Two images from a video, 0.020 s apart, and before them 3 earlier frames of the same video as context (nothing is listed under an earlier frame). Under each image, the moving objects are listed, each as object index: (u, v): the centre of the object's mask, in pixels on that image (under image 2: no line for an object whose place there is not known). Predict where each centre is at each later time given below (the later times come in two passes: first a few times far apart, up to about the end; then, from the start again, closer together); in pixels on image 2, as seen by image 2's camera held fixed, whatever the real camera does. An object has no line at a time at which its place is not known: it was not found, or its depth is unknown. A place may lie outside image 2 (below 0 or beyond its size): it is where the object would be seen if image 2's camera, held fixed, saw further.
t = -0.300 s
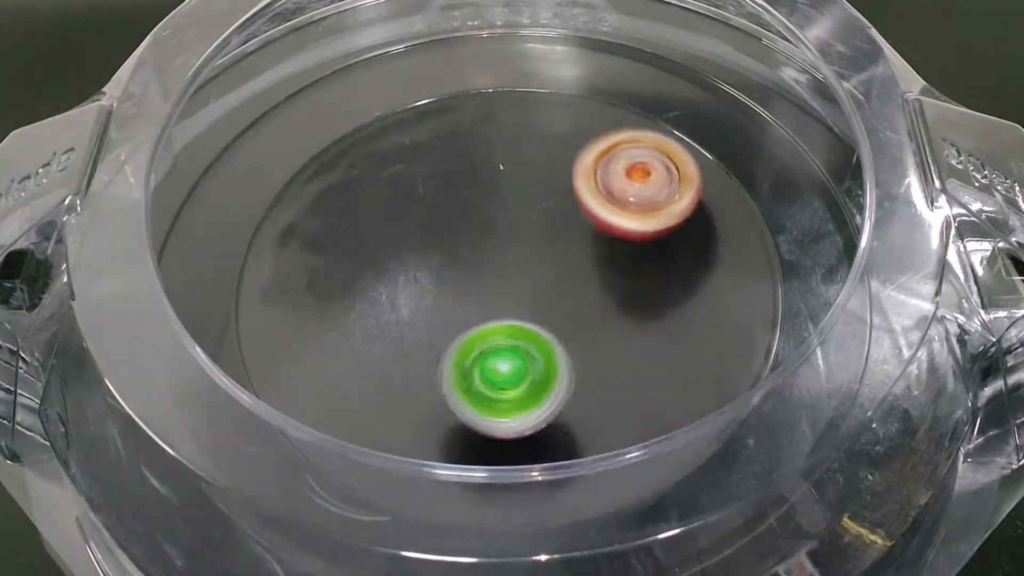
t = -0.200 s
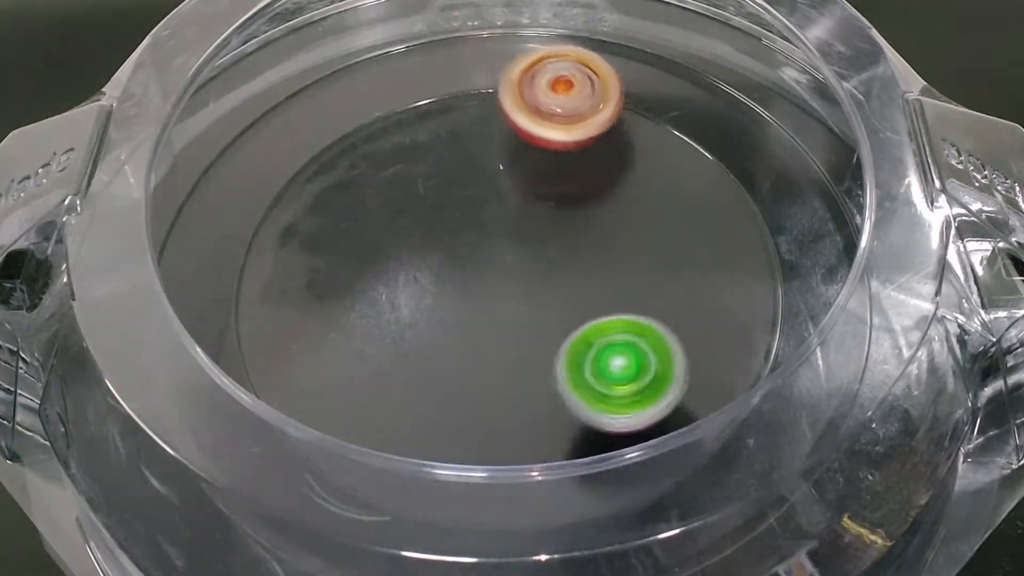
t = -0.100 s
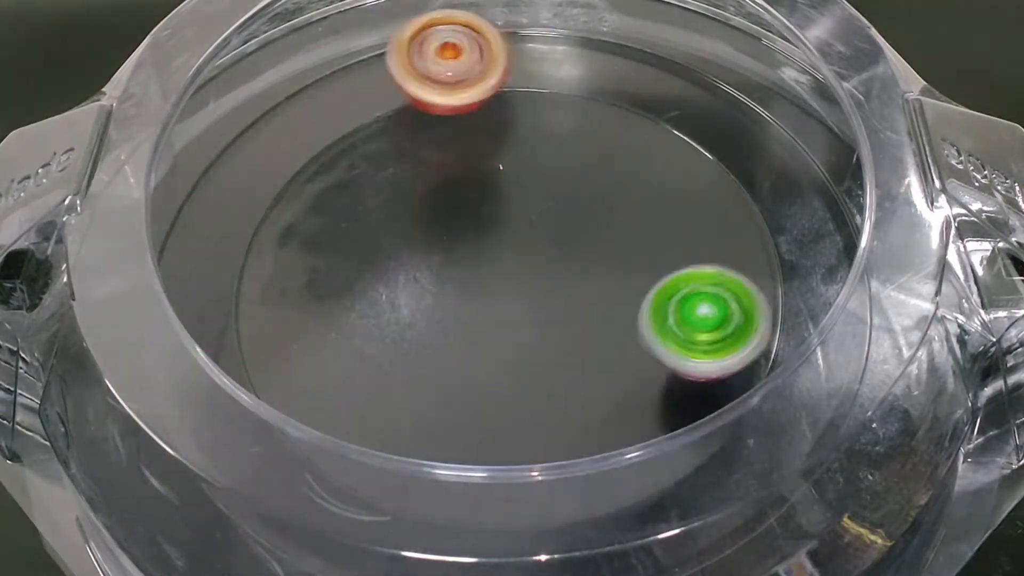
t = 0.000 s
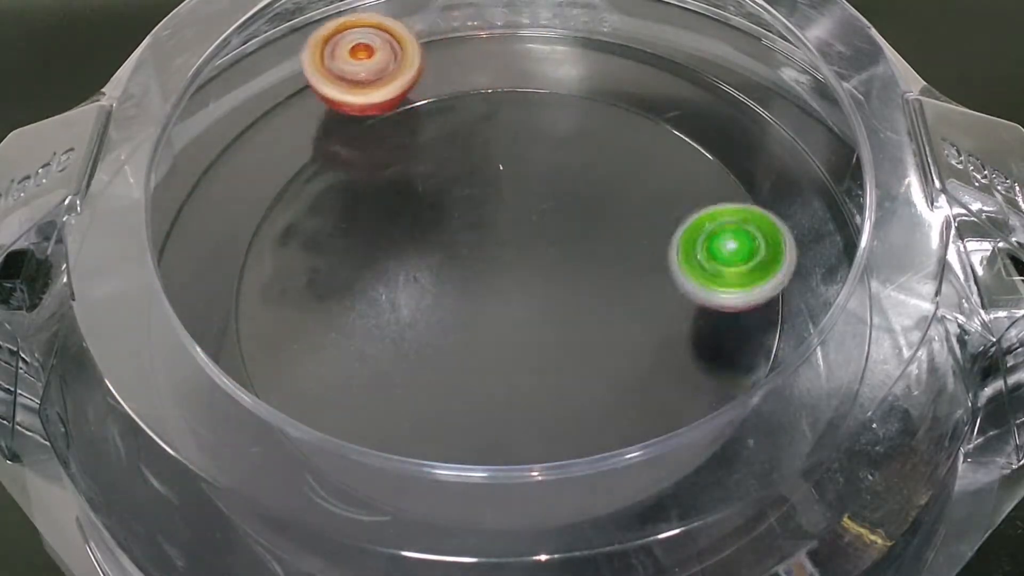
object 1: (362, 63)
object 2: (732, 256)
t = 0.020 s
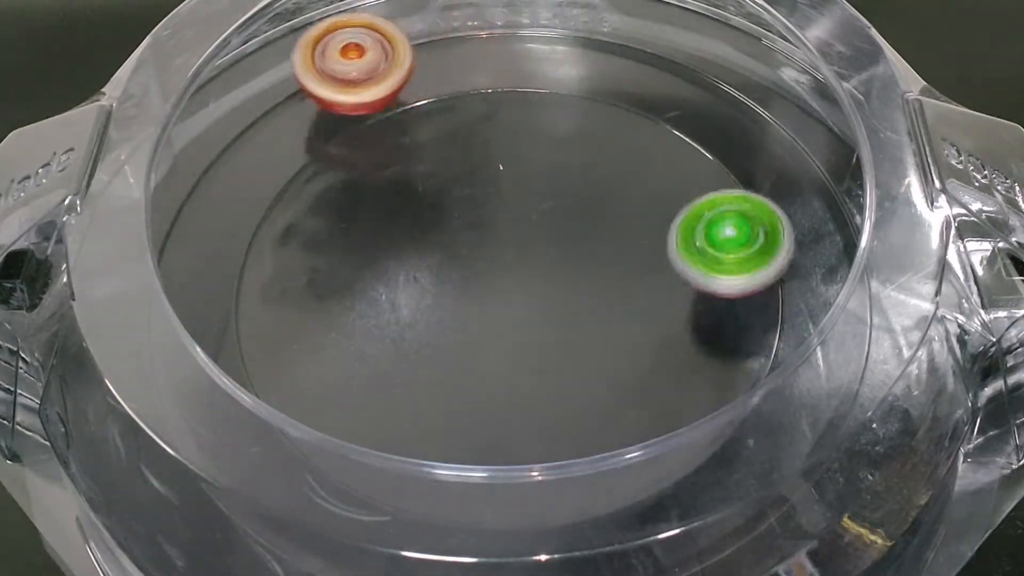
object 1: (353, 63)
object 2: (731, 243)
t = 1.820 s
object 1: (687, 293)
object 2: (343, 290)
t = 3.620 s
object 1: (605, 390)
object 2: (418, 197)
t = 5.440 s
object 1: (365, 348)
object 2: (444, 269)
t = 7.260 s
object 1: (434, 188)
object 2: (568, 305)
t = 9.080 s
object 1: (635, 198)
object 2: (501, 257)
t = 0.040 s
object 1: (347, 62)
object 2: (727, 230)
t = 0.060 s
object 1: (343, 61)
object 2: (721, 217)
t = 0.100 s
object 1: (339, 57)
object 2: (704, 195)
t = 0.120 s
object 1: (338, 56)
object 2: (692, 185)
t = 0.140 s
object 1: (337, 54)
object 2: (678, 177)
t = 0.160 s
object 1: (337, 52)
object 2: (662, 169)
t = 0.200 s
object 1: (336, 50)
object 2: (627, 159)
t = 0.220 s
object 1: (336, 49)
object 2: (607, 155)
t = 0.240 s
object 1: (335, 49)
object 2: (588, 154)
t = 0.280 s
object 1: (332, 52)
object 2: (546, 158)
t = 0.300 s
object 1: (332, 54)
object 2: (524, 163)
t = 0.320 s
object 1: (332, 56)
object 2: (503, 169)
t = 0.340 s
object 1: (333, 57)
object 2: (483, 177)
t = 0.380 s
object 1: (337, 60)
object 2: (444, 199)
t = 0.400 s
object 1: (340, 62)
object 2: (427, 212)
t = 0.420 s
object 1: (344, 65)
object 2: (411, 227)
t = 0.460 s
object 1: (350, 71)
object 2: (388, 259)
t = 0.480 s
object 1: (353, 73)
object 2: (380, 276)
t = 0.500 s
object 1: (357, 77)
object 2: (374, 292)
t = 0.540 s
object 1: (364, 86)
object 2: (373, 326)
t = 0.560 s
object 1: (366, 94)
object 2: (376, 343)
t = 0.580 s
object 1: (367, 103)
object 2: (383, 359)
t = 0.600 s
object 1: (367, 115)
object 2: (392, 374)
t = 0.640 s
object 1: (362, 144)
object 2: (417, 399)
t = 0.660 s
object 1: (357, 161)
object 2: (432, 408)
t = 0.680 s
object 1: (354, 181)
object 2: (450, 414)
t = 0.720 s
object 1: (354, 224)
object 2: (486, 424)
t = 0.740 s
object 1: (357, 246)
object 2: (504, 426)
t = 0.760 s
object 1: (365, 268)
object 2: (523, 426)
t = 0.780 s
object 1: (377, 289)
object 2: (542, 425)
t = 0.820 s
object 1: (413, 328)
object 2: (581, 427)
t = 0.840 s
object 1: (436, 343)
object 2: (598, 420)
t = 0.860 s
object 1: (461, 355)
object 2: (612, 407)
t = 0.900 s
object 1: (508, 365)
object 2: (655, 390)
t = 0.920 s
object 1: (520, 361)
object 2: (689, 387)
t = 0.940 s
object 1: (535, 355)
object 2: (717, 377)
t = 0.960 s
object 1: (553, 348)
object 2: (739, 365)
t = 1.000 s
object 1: (587, 328)
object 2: (768, 337)
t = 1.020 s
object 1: (602, 315)
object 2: (779, 325)
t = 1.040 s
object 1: (614, 300)
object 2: (788, 312)
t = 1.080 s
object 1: (628, 268)
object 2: (799, 291)
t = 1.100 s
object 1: (629, 250)
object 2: (803, 285)
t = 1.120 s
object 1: (626, 233)
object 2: (804, 279)
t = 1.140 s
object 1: (619, 217)
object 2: (804, 275)
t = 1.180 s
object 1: (596, 188)
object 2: (798, 265)
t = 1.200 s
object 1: (580, 176)
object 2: (798, 261)
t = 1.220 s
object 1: (561, 168)
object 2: (796, 258)
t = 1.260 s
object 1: (520, 159)
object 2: (791, 251)
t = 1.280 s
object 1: (499, 158)
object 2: (786, 247)
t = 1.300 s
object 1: (478, 160)
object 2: (778, 243)
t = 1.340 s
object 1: (438, 174)
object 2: (754, 230)
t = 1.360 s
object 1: (419, 185)
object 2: (740, 223)
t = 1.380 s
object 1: (401, 198)
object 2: (725, 216)
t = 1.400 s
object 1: (387, 214)
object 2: (709, 209)
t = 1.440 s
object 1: (368, 251)
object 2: (675, 194)
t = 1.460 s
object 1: (365, 271)
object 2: (656, 188)
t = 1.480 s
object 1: (366, 291)
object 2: (637, 182)
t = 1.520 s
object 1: (382, 329)
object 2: (597, 174)
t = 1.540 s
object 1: (395, 346)
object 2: (576, 171)
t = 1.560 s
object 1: (413, 363)
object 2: (555, 170)
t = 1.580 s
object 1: (433, 376)
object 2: (534, 171)
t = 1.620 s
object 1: (483, 395)
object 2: (490, 178)
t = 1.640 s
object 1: (510, 399)
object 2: (469, 184)
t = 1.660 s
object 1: (537, 398)
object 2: (449, 191)
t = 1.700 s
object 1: (588, 386)
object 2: (411, 209)
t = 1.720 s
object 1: (611, 376)
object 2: (395, 221)
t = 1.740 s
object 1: (633, 362)
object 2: (380, 233)
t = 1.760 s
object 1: (652, 348)
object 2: (367, 246)
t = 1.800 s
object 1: (679, 313)
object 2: (349, 275)
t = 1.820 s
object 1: (687, 293)
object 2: (343, 290)
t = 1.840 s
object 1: (691, 273)
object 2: (341, 305)
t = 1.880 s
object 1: (689, 235)
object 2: (343, 335)
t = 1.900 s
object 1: (682, 217)
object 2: (347, 350)
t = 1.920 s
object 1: (672, 201)
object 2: (355, 363)
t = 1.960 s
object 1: (644, 172)
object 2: (376, 388)
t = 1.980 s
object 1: (626, 161)
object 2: (390, 397)
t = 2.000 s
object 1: (606, 151)
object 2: (405, 405)
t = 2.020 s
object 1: (586, 143)
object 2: (422, 411)
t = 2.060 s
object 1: (540, 135)
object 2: (458, 419)
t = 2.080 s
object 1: (517, 134)
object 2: (477, 420)
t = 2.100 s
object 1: (494, 135)
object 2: (498, 419)
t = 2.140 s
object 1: (448, 144)
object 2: (539, 415)
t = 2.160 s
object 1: (427, 152)
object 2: (557, 408)
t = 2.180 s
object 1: (406, 162)
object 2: (574, 399)
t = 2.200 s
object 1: (387, 174)
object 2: (589, 387)
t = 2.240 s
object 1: (356, 204)
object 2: (611, 360)
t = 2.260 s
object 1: (343, 222)
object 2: (620, 344)
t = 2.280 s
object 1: (334, 240)
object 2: (626, 327)
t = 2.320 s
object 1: (324, 280)
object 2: (630, 293)
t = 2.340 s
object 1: (325, 299)
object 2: (629, 276)
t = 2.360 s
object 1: (330, 319)
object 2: (624, 259)
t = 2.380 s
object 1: (338, 339)
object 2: (617, 243)
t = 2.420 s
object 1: (366, 376)
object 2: (595, 214)
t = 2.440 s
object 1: (384, 388)
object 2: (582, 201)
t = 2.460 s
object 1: (405, 399)
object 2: (566, 190)
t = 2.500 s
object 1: (453, 414)
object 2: (532, 174)
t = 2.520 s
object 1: (480, 417)
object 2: (514, 169)
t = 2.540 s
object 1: (506, 418)
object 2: (496, 165)
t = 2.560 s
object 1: (533, 417)
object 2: (479, 164)
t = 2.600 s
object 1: (583, 406)
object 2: (442, 165)
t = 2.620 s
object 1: (607, 398)
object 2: (425, 168)
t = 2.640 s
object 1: (629, 388)
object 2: (409, 173)
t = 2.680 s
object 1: (667, 358)
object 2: (380, 186)
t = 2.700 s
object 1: (678, 339)
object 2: (367, 195)
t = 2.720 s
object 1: (687, 320)
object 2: (356, 206)
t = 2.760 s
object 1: (697, 283)
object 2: (337, 229)
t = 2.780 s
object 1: (698, 263)
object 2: (332, 242)
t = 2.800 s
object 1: (695, 243)
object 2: (329, 255)
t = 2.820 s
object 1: (689, 226)
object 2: (330, 269)
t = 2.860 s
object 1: (668, 193)
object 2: (339, 297)
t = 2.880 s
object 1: (655, 179)
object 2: (348, 311)
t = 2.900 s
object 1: (640, 165)
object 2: (360, 324)
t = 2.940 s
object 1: (604, 143)
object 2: (390, 345)
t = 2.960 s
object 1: (584, 135)
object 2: (408, 354)
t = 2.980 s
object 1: (563, 129)
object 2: (428, 360)
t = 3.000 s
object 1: (543, 125)
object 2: (449, 364)
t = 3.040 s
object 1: (498, 120)
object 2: (494, 365)
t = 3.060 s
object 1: (476, 121)
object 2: (517, 362)
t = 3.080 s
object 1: (454, 124)
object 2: (538, 356)
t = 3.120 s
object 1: (414, 137)
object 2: (577, 337)
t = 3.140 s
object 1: (394, 146)
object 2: (592, 324)
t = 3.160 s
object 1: (376, 156)
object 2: (606, 310)
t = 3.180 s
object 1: (359, 168)
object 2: (617, 295)
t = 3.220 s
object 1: (332, 197)
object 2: (628, 264)
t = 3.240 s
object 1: (322, 214)
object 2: (630, 248)
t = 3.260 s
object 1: (314, 232)
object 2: (628, 232)
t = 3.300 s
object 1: (306, 268)
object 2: (618, 204)
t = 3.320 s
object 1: (308, 288)
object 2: (610, 192)
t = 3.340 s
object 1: (313, 307)
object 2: (601, 180)
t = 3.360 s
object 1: (321, 326)
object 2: (590, 170)
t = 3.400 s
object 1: (348, 360)
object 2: (564, 154)
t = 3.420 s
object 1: (364, 376)
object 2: (550, 148)
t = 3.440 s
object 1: (384, 388)
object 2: (535, 145)
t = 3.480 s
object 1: (432, 405)
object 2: (505, 143)
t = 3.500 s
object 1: (457, 410)
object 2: (491, 145)
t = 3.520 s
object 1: (482, 412)
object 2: (477, 149)
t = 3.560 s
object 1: (534, 411)
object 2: (451, 163)
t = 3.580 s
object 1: (559, 406)
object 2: (439, 173)
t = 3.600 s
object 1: (583, 400)
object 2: (428, 184)
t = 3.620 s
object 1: (605, 390)
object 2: (418, 197)
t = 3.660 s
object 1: (644, 366)
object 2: (405, 226)
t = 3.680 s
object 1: (661, 351)
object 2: (402, 241)
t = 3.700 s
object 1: (675, 334)
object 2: (402, 257)
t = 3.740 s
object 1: (693, 297)
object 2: (410, 290)
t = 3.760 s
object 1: (697, 279)
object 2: (419, 305)
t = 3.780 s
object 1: (701, 260)
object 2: (430, 319)
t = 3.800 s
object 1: (700, 241)
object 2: (444, 332)
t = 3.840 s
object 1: (689, 207)
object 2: (478, 351)
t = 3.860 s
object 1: (681, 192)
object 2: (498, 357)
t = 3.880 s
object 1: (670, 178)
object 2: (518, 359)
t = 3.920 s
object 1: (641, 151)
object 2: (558, 356)
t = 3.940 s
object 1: (625, 140)
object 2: (577, 351)
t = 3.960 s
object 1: (607, 131)
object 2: (594, 344)
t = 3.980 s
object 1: (589, 125)
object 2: (610, 335)
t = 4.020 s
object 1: (549, 116)
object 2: (633, 314)
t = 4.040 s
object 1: (528, 113)
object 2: (640, 303)
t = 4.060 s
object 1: (507, 114)
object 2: (645, 291)
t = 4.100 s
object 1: (466, 119)
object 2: (649, 269)
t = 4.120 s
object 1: (446, 125)
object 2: (649, 259)
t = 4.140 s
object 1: (426, 134)
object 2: (646, 249)
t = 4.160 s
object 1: (408, 143)
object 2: (641, 241)
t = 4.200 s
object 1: (375, 167)
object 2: (626, 226)
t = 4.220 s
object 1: (361, 180)
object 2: (617, 220)
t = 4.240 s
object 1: (350, 196)
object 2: (606, 216)
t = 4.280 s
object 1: (333, 230)
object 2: (584, 210)
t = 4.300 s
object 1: (329, 248)
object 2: (572, 209)
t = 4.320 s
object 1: (326, 267)
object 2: (559, 210)
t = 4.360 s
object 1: (332, 304)
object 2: (536, 214)
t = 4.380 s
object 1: (339, 322)
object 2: (524, 217)
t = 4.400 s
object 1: (350, 339)
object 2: (514, 221)
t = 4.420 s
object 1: (362, 355)
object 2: (504, 225)
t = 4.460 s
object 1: (396, 384)
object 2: (487, 235)
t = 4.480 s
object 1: (416, 394)
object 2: (479, 242)
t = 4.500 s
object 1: (439, 401)
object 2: (473, 248)
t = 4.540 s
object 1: (484, 412)
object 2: (462, 262)
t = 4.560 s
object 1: (509, 413)
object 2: (458, 269)
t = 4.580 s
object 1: (534, 412)
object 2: (456, 276)
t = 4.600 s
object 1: (557, 408)
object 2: (454, 283)
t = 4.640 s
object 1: (602, 396)
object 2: (454, 298)
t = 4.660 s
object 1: (623, 386)
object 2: (456, 304)
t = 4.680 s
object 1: (642, 375)
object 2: (459, 311)
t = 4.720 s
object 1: (671, 345)
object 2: (467, 323)
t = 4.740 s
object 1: (682, 330)
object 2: (471, 328)
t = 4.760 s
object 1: (691, 312)
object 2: (477, 332)
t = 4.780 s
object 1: (696, 294)
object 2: (483, 336)
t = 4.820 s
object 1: (699, 260)
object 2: (499, 341)
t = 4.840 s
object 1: (697, 242)
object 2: (507, 342)
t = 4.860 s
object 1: (691, 226)
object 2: (516, 342)
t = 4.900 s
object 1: (671, 197)
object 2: (533, 339)
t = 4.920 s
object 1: (659, 185)
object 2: (540, 336)
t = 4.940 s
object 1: (645, 173)
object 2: (547, 331)
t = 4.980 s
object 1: (612, 154)
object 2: (557, 319)
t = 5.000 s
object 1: (594, 148)
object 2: (561, 312)
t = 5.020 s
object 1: (575, 142)
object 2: (563, 304)
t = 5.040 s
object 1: (555, 138)
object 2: (563, 296)
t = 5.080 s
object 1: (514, 136)
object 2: (560, 281)
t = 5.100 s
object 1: (495, 137)
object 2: (556, 275)
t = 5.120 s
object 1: (474, 140)
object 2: (550, 269)
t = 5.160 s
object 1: (436, 151)
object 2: (537, 258)
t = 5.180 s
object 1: (418, 160)
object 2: (530, 255)
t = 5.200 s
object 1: (401, 169)
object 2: (522, 251)
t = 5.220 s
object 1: (385, 180)
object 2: (514, 249)
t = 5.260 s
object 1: (360, 206)
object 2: (499, 247)
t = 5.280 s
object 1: (350, 221)
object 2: (491, 248)
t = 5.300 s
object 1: (342, 237)
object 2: (482, 248)
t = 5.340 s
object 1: (333, 269)
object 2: (468, 252)
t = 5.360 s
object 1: (334, 286)
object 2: (461, 255)
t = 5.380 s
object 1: (338, 302)
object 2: (456, 258)
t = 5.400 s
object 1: (343, 317)
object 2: (451, 262)
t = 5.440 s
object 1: (365, 348)
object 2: (444, 269)
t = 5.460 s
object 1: (381, 362)
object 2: (441, 273)
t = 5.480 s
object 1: (397, 375)
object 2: (438, 278)
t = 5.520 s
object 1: (438, 394)
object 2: (437, 290)
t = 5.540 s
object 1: (461, 399)
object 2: (439, 297)
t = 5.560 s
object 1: (482, 402)
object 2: (442, 303)
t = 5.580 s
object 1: (505, 403)
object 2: (448, 309)
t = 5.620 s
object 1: (550, 397)
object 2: (463, 317)
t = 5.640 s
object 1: (570, 390)
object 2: (472, 320)
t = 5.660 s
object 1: (590, 380)
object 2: (482, 322)
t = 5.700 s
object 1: (625, 357)
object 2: (502, 320)
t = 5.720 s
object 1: (637, 342)
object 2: (511, 317)
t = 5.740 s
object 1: (648, 327)
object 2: (521, 314)
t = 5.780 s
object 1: (663, 294)
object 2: (535, 303)
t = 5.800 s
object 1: (665, 278)
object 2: (540, 297)
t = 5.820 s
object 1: (667, 261)
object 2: (543, 290)
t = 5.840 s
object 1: (678, 243)
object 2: (534, 283)
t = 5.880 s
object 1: (684, 209)
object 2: (518, 268)
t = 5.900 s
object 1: (681, 193)
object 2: (511, 261)
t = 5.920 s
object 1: (676, 178)
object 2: (503, 254)
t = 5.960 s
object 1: (660, 150)
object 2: (489, 246)
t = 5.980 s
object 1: (650, 138)
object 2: (482, 243)
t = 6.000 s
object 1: (639, 127)
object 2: (475, 241)
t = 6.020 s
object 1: (625, 118)
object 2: (468, 241)
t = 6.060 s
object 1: (594, 104)
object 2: (455, 243)
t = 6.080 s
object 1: (576, 99)
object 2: (449, 245)
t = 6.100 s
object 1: (559, 98)
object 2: (443, 248)
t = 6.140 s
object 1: (522, 99)
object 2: (435, 257)
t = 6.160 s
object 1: (504, 103)
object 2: (432, 262)
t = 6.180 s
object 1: (485, 109)
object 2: (431, 269)
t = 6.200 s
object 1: (468, 115)
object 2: (432, 275)
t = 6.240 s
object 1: (438, 136)
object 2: (438, 288)
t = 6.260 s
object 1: (424, 148)
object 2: (444, 294)
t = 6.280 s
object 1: (411, 162)
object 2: (453, 300)
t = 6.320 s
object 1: (390, 192)
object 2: (471, 307)
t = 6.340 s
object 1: (383, 209)
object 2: (481, 308)
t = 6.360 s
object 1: (378, 225)
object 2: (491, 308)
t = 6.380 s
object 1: (374, 243)
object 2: (502, 307)
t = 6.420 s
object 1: (373, 278)
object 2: (522, 301)
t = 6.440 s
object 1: (376, 296)
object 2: (530, 296)
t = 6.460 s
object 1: (382, 312)
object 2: (537, 291)
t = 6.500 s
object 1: (402, 344)
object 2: (547, 279)
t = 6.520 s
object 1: (415, 358)
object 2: (551, 273)
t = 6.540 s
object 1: (430, 370)
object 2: (555, 266)
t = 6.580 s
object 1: (466, 392)
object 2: (557, 252)
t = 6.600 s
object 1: (484, 400)
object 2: (556, 246)
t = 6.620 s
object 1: (504, 405)
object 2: (554, 240)
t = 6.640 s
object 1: (525, 408)
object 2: (552, 234)
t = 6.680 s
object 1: (567, 407)
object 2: (545, 224)
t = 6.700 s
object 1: (588, 403)
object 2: (540, 220)
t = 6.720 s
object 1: (610, 399)
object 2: (534, 216)
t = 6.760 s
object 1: (647, 384)
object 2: (520, 213)
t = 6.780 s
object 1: (664, 375)
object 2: (512, 212)
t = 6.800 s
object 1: (678, 364)
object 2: (504, 213)
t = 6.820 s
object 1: (690, 352)
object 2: (496, 216)
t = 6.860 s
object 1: (705, 322)
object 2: (480, 225)
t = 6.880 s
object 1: (706, 306)
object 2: (475, 231)
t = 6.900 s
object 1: (706, 290)
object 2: (470, 239)
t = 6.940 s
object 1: (698, 261)
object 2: (465, 255)
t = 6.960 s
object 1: (691, 247)
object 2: (465, 263)
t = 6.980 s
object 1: (681, 234)
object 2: (466, 272)
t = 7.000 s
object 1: (669, 222)
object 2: (470, 280)
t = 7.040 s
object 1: (639, 203)
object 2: (479, 293)
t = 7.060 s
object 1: (623, 196)
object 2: (486, 299)
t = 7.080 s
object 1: (605, 188)
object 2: (493, 303)
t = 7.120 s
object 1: (569, 179)
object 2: (510, 310)
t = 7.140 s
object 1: (549, 176)
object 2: (518, 312)
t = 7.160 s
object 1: (529, 175)
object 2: (527, 313)
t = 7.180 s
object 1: (509, 174)
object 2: (535, 313)
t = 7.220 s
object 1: (471, 178)
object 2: (552, 311)
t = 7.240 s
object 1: (452, 182)
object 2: (560, 309)
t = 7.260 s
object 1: (434, 188)
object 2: (568, 305)
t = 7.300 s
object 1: (399, 202)
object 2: (580, 297)
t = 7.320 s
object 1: (385, 211)
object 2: (585, 291)
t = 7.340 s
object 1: (371, 222)
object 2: (589, 285)
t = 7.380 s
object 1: (345, 245)
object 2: (591, 273)
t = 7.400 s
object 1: (337, 257)
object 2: (591, 266)
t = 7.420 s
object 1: (329, 270)
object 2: (589, 260)
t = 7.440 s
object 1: (324, 285)
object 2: (585, 255)
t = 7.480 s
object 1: (324, 314)
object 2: (572, 245)
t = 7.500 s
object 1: (327, 329)
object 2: (564, 242)
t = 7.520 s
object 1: (333, 344)
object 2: (555, 240)
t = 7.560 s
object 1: (356, 369)
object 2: (536, 239)
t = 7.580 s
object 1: (370, 380)
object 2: (526, 240)
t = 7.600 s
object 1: (389, 388)
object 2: (516, 243)
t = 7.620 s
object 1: (409, 394)
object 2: (507, 246)
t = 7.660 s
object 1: (450, 400)
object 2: (492, 255)
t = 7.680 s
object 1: (471, 401)
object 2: (485, 261)
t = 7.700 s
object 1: (492, 399)
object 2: (479, 267)
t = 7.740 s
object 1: (533, 388)
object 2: (471, 280)
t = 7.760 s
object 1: (550, 379)
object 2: (469, 287)
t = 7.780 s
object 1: (567, 368)
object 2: (468, 294)
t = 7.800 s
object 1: (582, 357)
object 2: (468, 300)
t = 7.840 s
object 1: (606, 329)
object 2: (471, 313)
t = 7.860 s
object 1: (615, 315)
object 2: (474, 319)
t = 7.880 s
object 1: (622, 299)
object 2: (478, 324)
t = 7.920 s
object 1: (628, 267)
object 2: (488, 333)
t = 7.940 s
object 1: (628, 251)
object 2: (494, 336)
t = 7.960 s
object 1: (625, 236)
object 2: (502, 338)
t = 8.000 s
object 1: (615, 207)
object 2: (517, 340)
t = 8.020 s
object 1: (606, 194)
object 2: (525, 339)
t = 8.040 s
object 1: (597, 181)
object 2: (534, 336)
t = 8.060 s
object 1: (586, 169)
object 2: (542, 333)
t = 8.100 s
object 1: (560, 149)
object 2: (553, 322)
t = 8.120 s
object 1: (547, 142)
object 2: (558, 315)
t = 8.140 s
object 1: (531, 135)
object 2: (561, 308)
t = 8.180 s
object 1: (500, 127)
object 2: (561, 292)
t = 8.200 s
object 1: (483, 126)
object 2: (559, 285)
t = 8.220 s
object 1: (467, 127)
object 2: (556, 278)
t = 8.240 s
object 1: (452, 130)
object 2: (551, 271)
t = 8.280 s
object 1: (421, 142)
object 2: (538, 261)
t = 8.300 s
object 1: (408, 151)
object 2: (531, 256)
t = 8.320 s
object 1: (396, 161)
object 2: (523, 253)
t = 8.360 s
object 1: (378, 186)
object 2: (507, 249)
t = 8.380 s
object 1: (373, 200)
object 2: (499, 247)
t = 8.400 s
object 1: (369, 216)
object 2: (491, 247)
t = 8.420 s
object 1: (359, 229)
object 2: (493, 249)
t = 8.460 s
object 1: (341, 253)
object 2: (503, 256)
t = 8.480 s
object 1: (337, 267)
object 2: (507, 261)
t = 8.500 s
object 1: (338, 281)
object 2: (509, 265)
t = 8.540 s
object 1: (344, 310)
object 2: (509, 270)
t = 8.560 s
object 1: (353, 324)
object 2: (507, 270)
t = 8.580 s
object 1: (362, 337)
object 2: (504, 270)
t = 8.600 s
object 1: (374, 350)
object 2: (501, 270)
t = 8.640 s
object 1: (404, 370)
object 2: (495, 272)
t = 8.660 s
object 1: (422, 378)
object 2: (493, 274)
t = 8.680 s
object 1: (442, 383)
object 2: (491, 276)
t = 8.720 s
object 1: (480, 390)
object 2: (490, 281)
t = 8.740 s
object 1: (502, 391)
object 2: (492, 284)
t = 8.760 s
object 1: (521, 389)
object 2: (494, 286)
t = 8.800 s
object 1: (560, 378)
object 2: (500, 288)
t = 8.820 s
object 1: (576, 369)
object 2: (505, 289)
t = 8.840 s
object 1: (593, 361)
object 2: (509, 289)
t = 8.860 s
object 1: (608, 349)
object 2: (514, 287)
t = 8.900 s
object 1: (632, 324)
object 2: (522, 282)
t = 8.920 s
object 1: (640, 309)
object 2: (524, 278)
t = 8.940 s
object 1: (646, 295)
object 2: (525, 275)
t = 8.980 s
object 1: (654, 266)
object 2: (524, 267)
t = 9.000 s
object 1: (655, 252)
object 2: (521, 263)
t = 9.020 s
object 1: (654, 237)
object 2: (517, 260)
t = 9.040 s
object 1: (648, 223)
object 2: (512, 258)
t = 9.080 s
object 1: (635, 198)
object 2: (501, 257)
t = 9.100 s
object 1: (625, 187)
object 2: (495, 258)
